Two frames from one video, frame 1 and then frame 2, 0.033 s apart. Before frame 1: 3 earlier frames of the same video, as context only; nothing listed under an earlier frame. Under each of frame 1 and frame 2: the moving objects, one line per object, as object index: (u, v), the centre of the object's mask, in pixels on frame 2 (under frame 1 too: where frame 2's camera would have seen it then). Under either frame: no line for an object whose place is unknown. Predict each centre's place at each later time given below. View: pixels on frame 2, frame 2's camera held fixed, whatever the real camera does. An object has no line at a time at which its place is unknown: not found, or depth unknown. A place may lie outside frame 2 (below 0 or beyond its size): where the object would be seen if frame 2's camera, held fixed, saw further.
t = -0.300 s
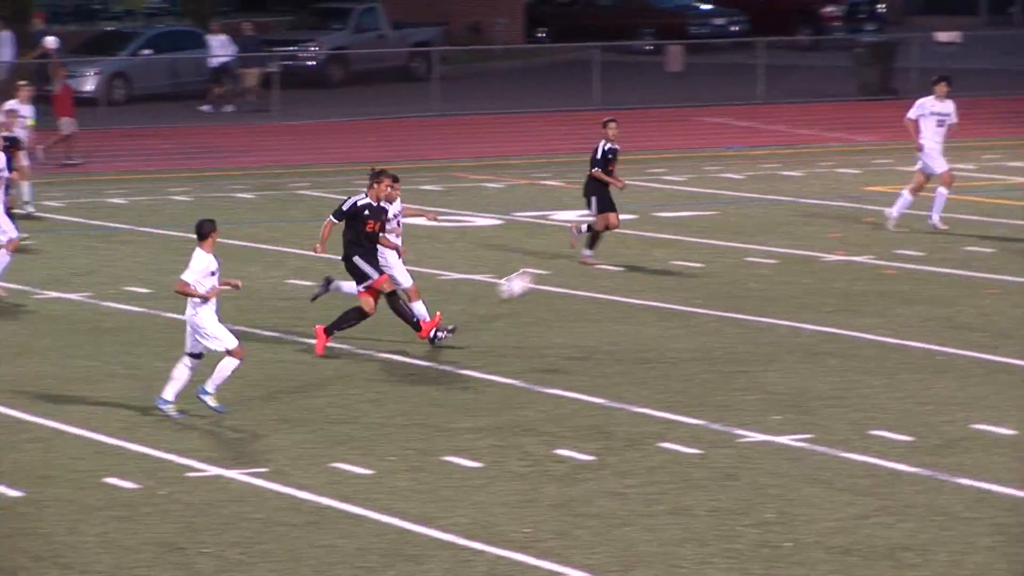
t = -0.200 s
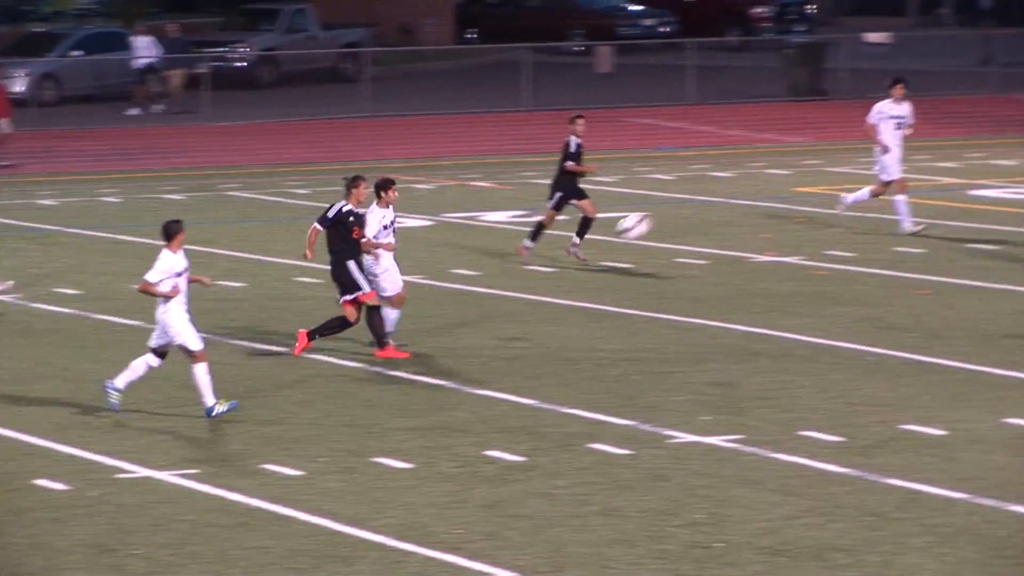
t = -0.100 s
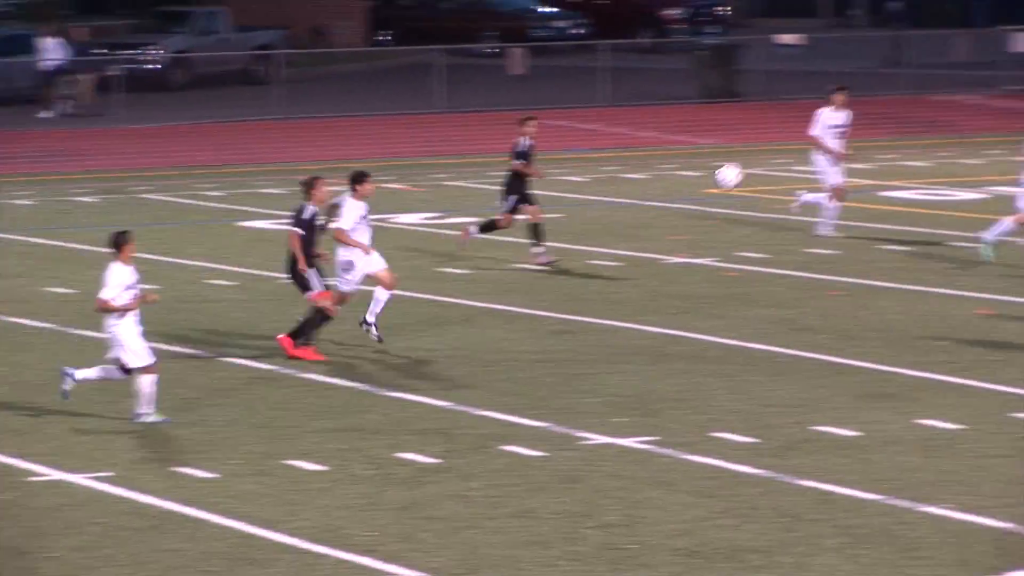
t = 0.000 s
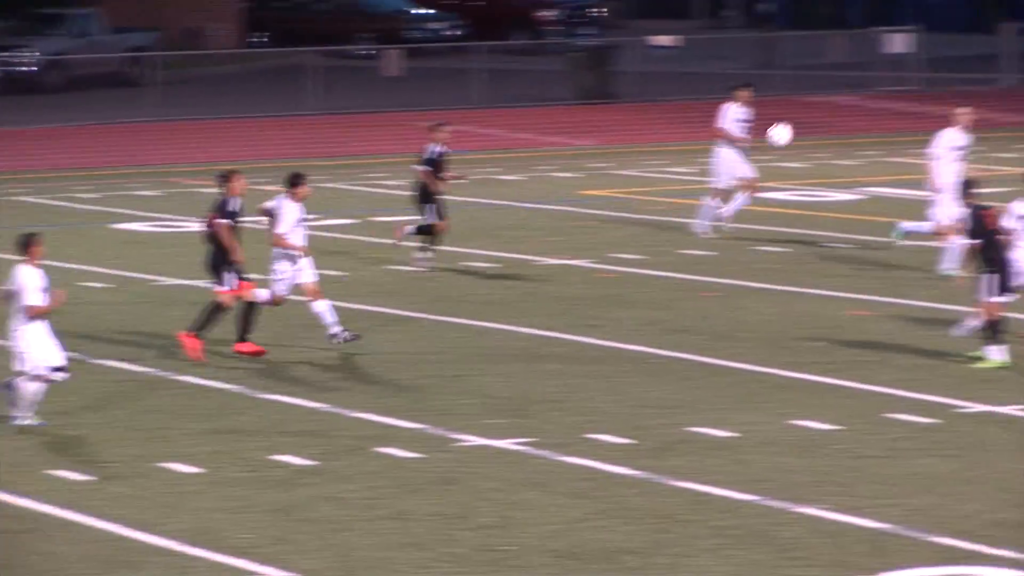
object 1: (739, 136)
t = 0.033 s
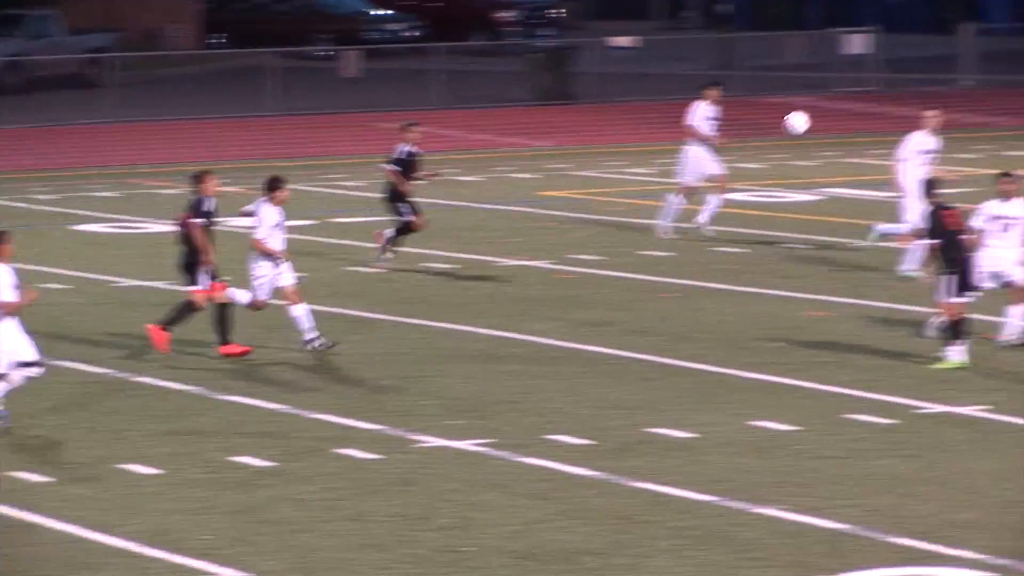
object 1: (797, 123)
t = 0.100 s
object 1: (911, 100)
